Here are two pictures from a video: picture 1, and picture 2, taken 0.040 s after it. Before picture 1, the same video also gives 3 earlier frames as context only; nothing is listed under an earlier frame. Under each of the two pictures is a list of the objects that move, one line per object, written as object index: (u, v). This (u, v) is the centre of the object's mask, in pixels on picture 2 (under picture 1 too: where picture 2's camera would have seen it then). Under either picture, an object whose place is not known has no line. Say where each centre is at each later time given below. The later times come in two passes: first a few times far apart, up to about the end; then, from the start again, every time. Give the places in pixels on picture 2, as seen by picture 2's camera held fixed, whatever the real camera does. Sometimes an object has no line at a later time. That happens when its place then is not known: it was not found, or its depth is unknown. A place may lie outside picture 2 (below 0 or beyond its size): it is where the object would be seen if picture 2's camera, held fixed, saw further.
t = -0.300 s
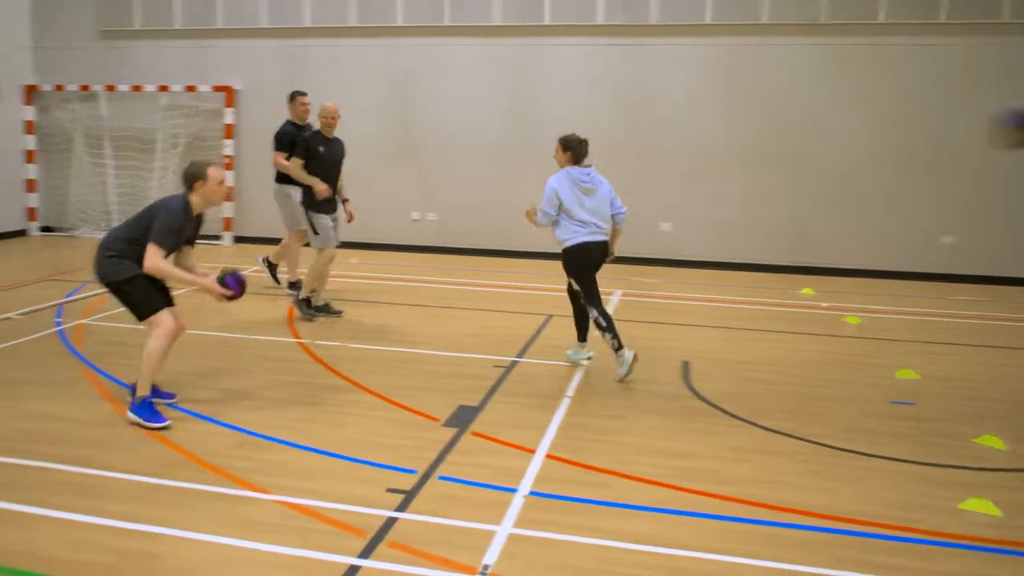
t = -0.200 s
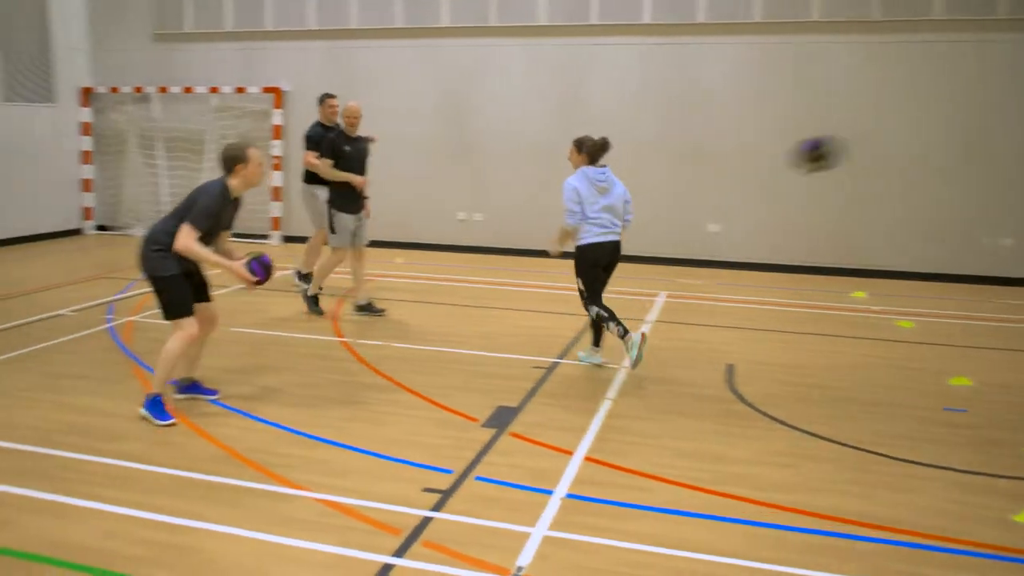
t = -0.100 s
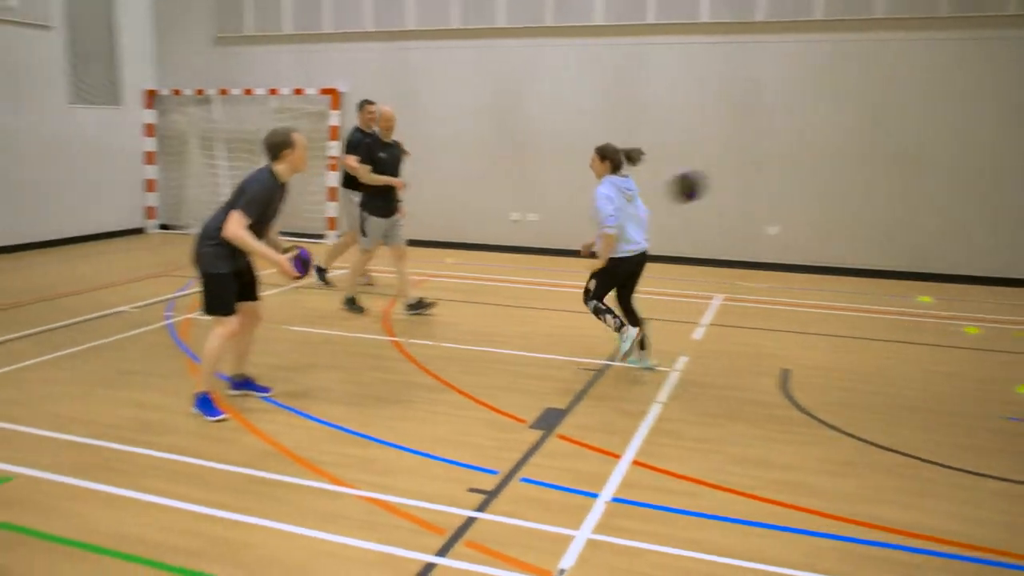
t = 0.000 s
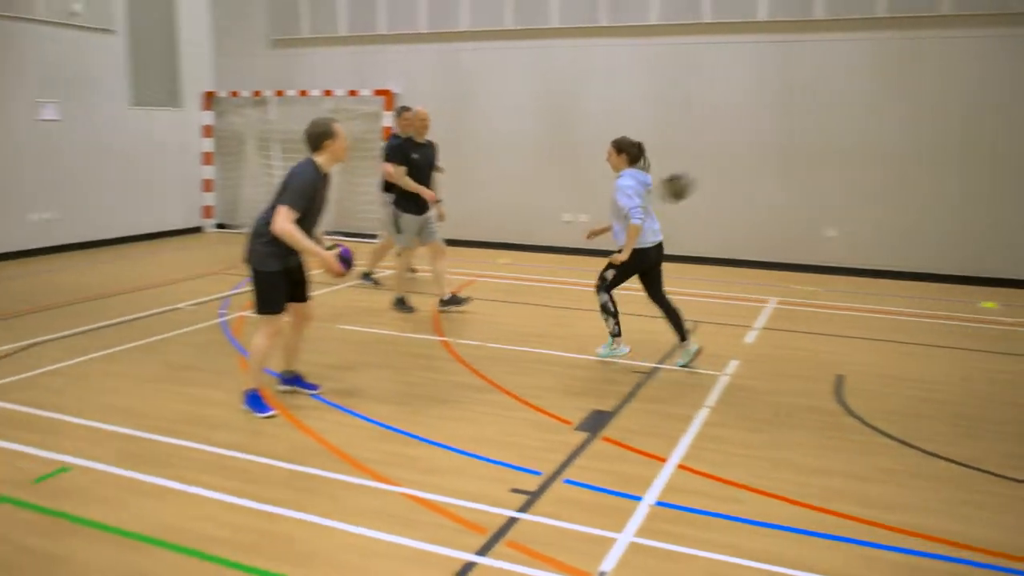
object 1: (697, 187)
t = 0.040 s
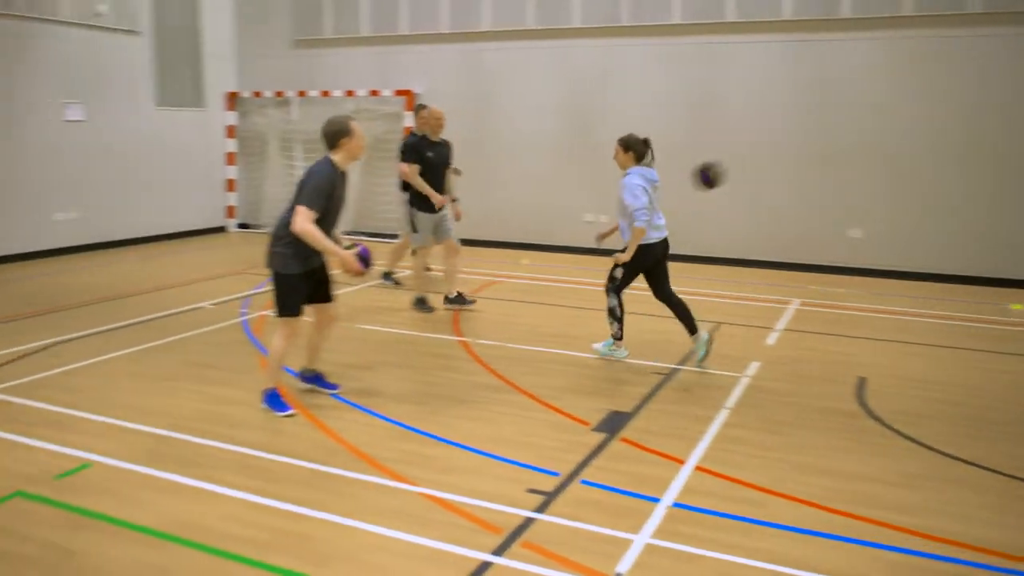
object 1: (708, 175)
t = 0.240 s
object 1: (758, 151)
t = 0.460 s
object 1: (797, 185)
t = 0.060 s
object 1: (714, 170)
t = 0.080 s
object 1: (719, 166)
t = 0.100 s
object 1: (725, 162)
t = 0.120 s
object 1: (731, 158)
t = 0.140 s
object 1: (736, 156)
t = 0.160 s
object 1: (741, 154)
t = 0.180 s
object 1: (746, 152)
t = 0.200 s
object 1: (750, 152)
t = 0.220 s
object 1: (755, 151)
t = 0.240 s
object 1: (758, 151)
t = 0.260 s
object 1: (762, 152)
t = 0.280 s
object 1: (766, 154)
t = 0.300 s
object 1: (770, 156)
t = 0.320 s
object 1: (774, 158)
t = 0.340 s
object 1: (778, 160)
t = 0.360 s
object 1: (781, 163)
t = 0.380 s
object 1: (785, 167)
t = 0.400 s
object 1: (789, 171)
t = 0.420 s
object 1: (791, 175)
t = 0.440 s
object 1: (794, 180)
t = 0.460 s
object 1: (797, 185)
